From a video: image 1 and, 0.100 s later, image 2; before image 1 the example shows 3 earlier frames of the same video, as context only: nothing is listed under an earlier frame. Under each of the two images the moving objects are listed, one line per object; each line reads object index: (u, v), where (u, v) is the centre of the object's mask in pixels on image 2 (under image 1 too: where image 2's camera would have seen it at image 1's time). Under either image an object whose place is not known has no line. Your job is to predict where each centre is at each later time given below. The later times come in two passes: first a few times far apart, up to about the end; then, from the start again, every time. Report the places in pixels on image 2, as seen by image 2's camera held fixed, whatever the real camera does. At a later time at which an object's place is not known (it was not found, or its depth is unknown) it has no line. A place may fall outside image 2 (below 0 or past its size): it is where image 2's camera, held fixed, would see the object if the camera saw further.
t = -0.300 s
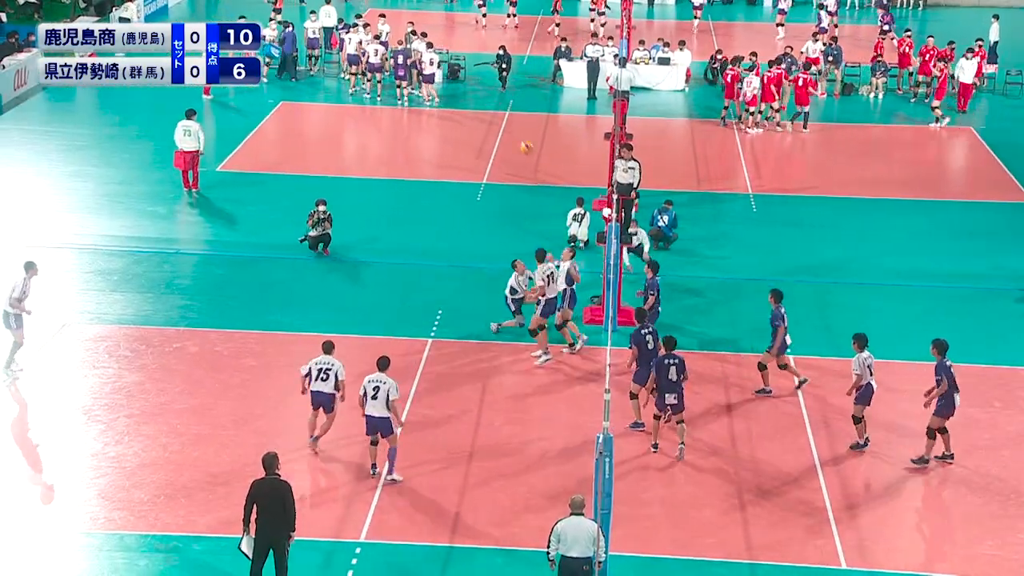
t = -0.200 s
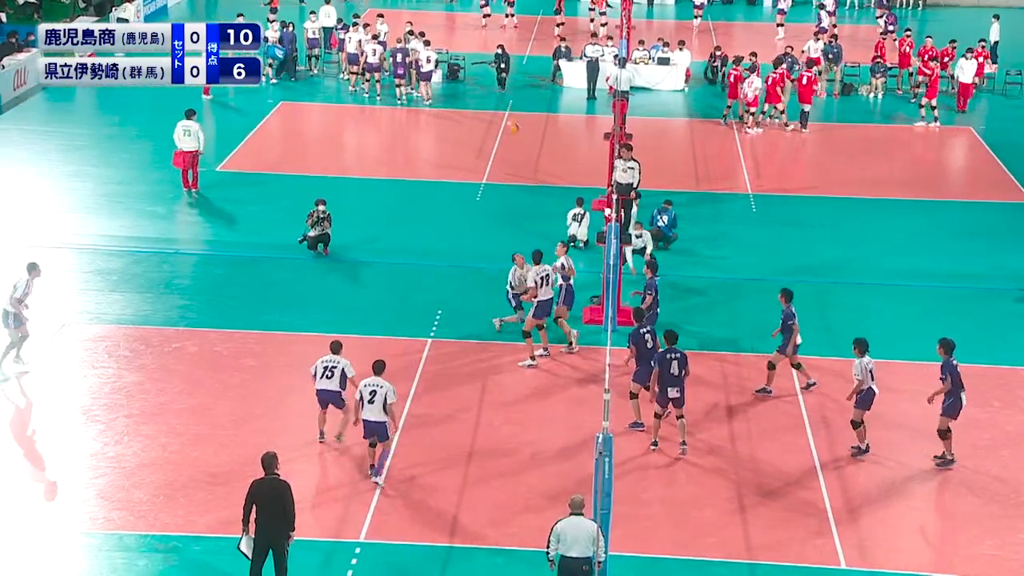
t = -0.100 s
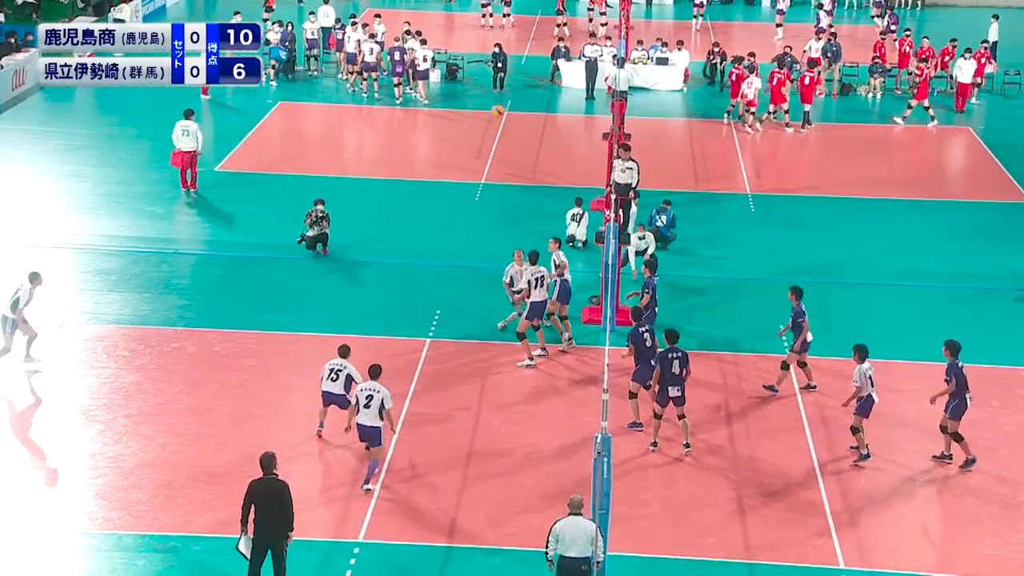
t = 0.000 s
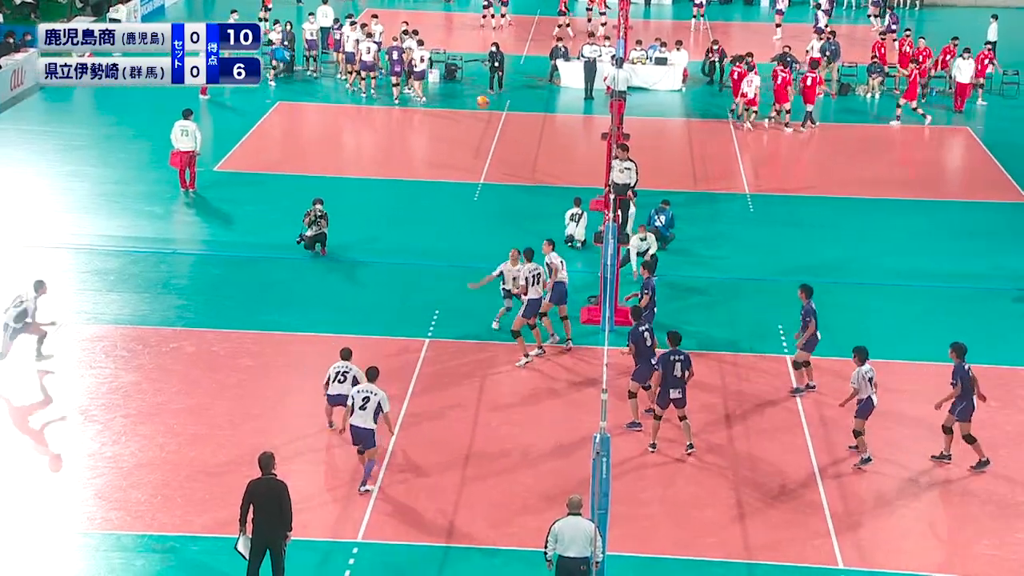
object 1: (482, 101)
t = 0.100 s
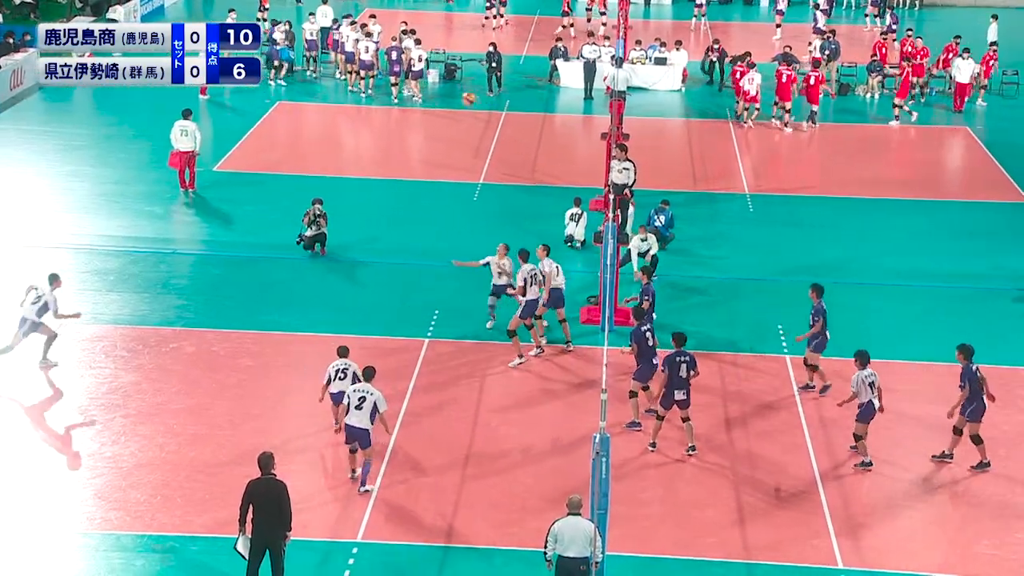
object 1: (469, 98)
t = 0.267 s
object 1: (447, 104)
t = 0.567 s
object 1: (406, 153)
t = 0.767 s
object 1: (380, 213)
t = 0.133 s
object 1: (464, 98)
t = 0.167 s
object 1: (459, 99)
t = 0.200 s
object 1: (454, 101)
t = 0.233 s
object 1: (450, 102)
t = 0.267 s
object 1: (447, 104)
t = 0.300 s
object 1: (443, 107)
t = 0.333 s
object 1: (438, 110)
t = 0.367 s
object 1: (433, 116)
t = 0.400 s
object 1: (429, 120)
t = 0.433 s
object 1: (424, 126)
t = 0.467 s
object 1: (420, 131)
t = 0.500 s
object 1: (415, 139)
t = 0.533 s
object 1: (411, 146)
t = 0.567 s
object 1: (406, 153)
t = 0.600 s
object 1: (402, 162)
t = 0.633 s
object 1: (397, 171)
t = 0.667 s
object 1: (393, 181)
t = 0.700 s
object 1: (389, 191)
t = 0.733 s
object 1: (385, 202)
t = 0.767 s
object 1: (380, 213)
